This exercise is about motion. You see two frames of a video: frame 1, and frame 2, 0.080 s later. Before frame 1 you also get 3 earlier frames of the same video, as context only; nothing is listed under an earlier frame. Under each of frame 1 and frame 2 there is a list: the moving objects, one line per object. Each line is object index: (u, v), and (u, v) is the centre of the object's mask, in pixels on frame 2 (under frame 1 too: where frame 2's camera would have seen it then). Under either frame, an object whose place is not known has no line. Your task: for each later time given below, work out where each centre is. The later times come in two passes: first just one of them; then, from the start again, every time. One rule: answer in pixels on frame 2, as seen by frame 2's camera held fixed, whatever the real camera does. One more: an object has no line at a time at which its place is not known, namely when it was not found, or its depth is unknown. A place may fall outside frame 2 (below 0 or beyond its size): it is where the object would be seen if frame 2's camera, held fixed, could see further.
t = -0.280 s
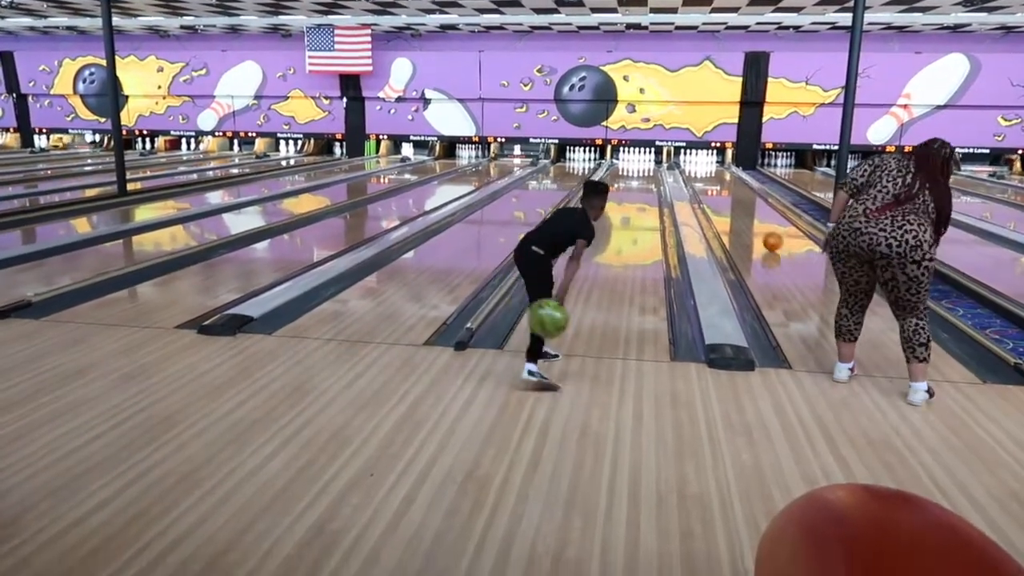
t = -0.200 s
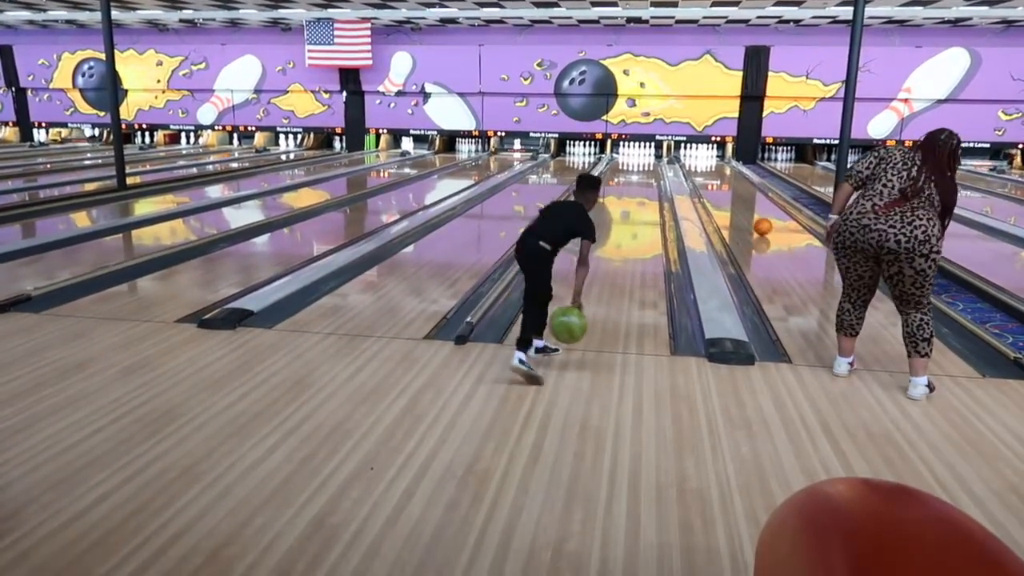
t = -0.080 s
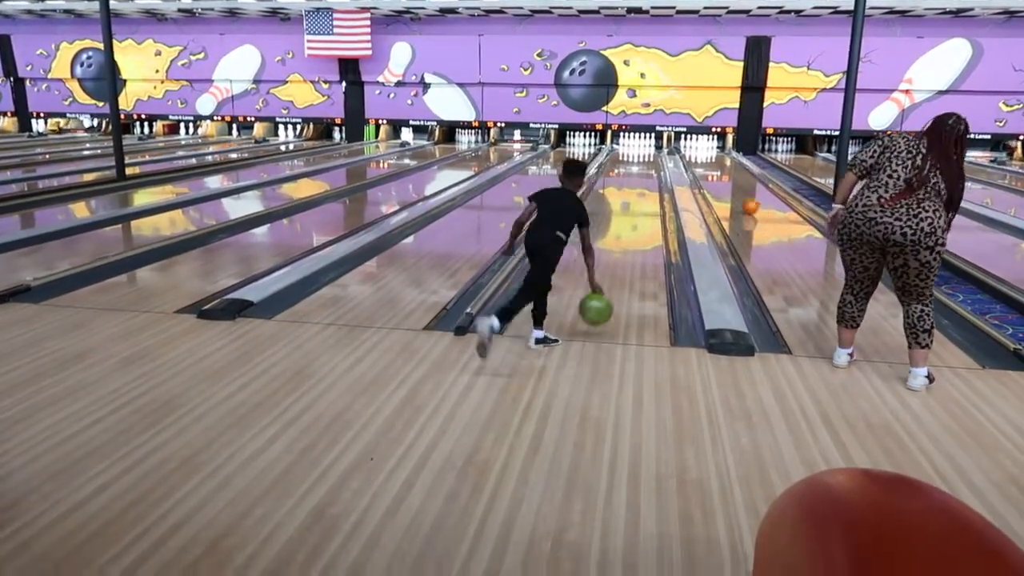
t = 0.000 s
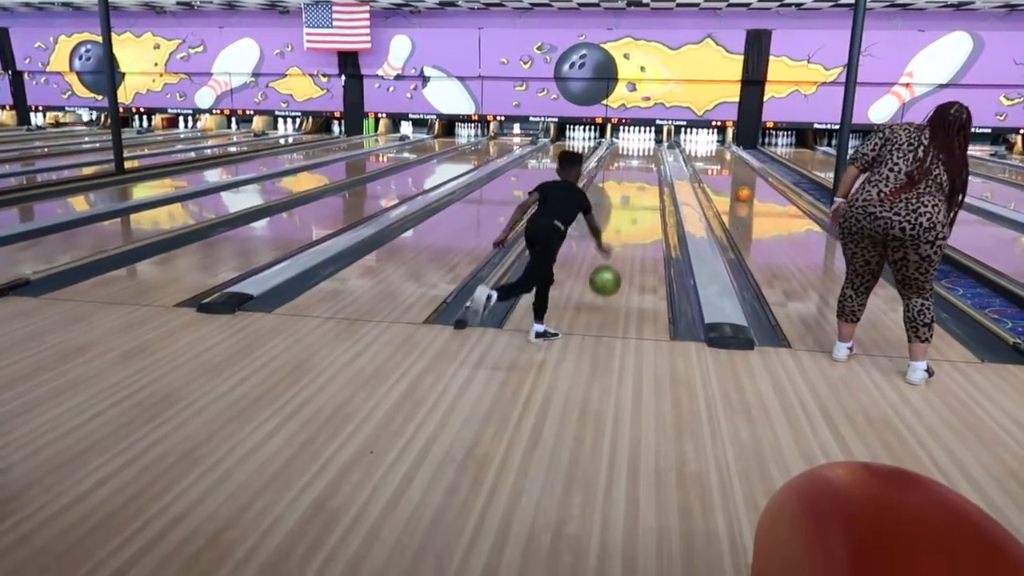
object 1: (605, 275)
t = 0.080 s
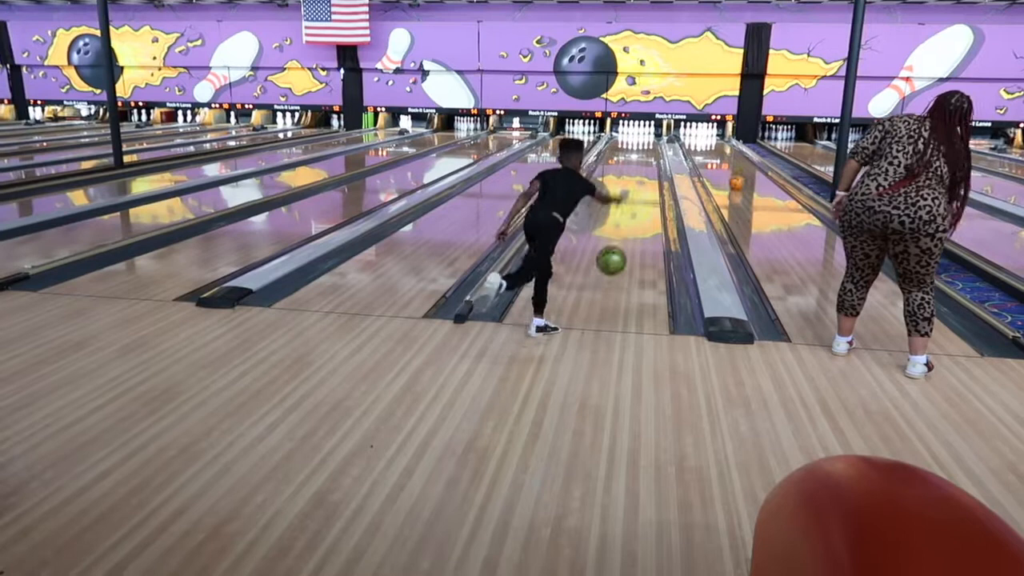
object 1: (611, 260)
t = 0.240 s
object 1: (621, 259)
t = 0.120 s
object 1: (614, 257)
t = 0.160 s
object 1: (616, 256)
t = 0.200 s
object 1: (618, 257)
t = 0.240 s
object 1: (621, 259)
